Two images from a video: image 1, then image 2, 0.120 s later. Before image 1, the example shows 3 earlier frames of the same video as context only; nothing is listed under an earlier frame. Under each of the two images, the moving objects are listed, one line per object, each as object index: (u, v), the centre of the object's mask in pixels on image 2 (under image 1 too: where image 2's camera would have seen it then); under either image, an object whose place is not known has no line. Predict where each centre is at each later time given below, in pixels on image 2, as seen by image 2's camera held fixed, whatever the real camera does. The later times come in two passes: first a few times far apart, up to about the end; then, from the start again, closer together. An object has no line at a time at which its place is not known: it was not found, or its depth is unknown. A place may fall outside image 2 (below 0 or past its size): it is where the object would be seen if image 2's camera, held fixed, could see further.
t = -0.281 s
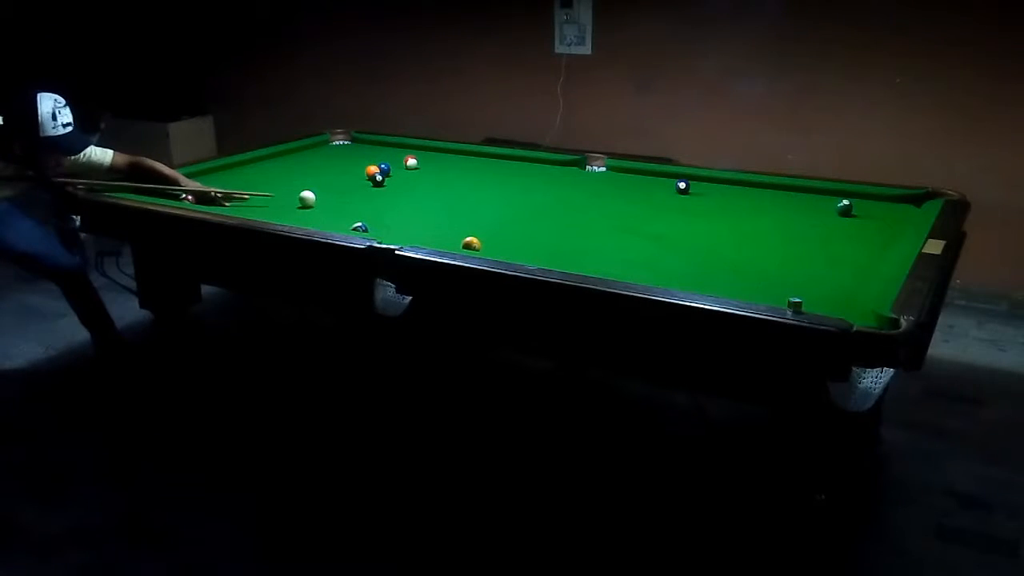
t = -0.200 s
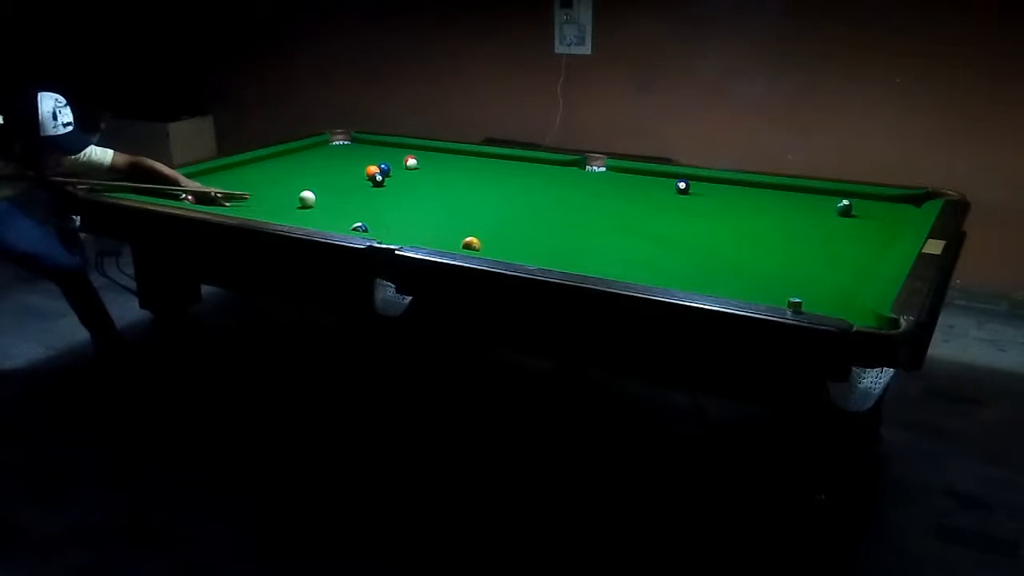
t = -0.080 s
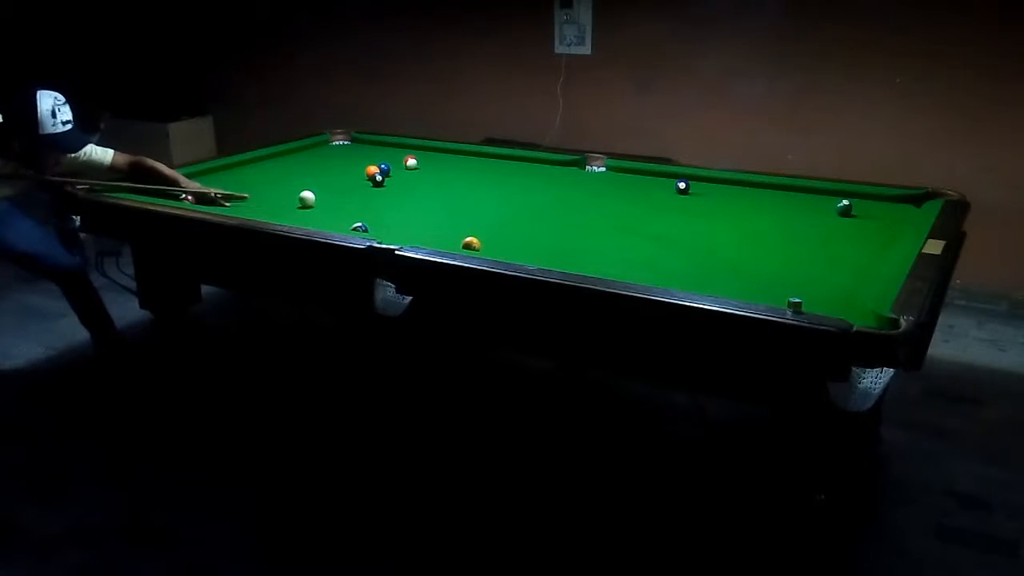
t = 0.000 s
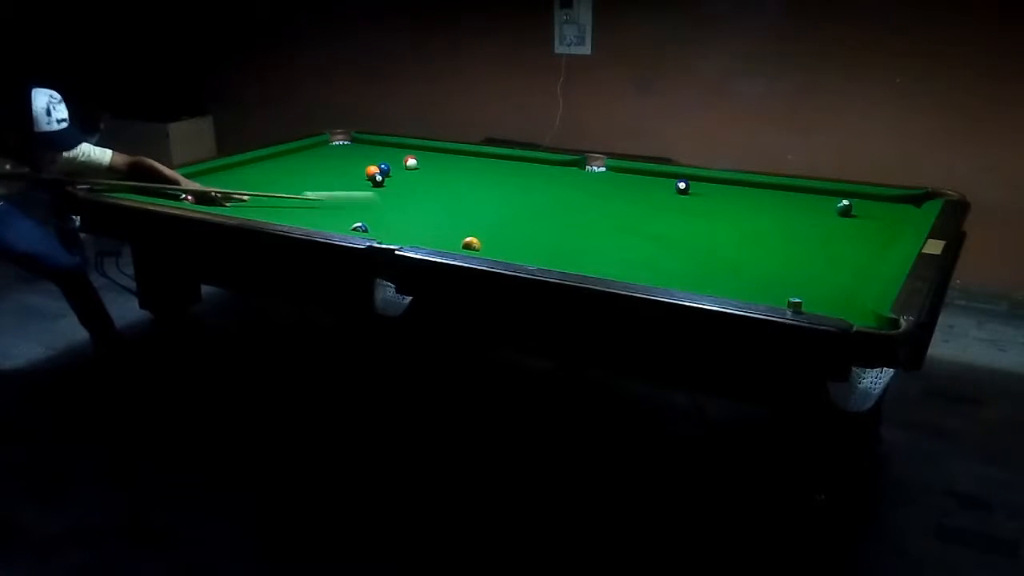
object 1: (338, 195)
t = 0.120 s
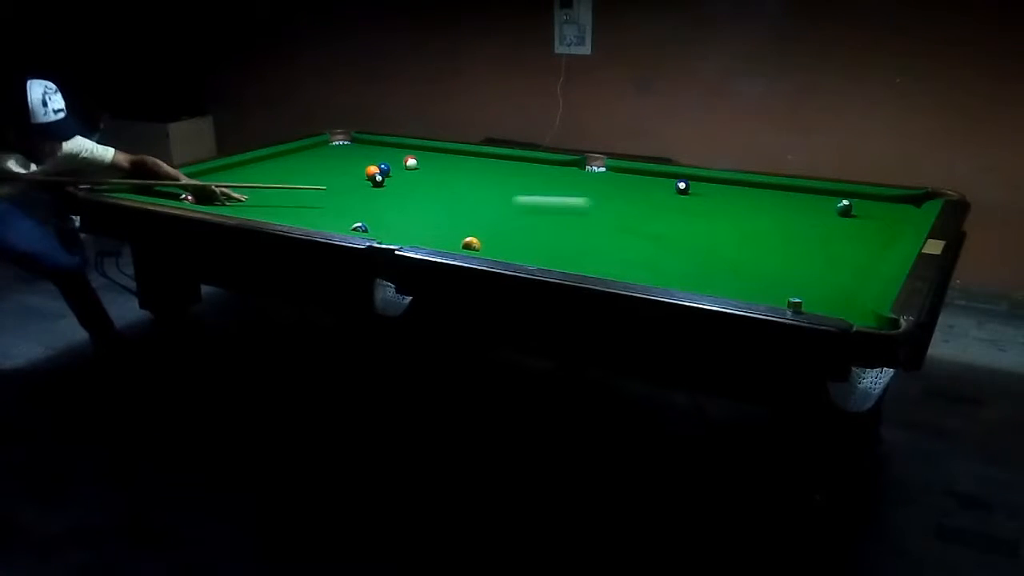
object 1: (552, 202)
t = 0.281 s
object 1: (820, 208)
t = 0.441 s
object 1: (841, 227)
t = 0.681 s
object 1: (684, 223)
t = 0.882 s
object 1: (572, 219)
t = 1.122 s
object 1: (445, 216)
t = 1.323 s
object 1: (343, 212)
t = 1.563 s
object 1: (229, 204)
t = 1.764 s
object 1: (202, 199)
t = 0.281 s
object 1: (820, 208)
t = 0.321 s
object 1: (861, 216)
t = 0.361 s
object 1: (889, 224)
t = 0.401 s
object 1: (873, 226)
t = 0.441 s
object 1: (841, 227)
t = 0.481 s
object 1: (810, 225)
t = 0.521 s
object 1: (781, 224)
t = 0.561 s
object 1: (755, 224)
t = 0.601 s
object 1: (730, 224)
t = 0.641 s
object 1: (707, 223)
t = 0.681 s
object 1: (684, 223)
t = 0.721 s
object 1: (661, 223)
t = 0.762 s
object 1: (638, 222)
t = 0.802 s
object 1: (616, 221)
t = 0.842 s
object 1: (594, 220)
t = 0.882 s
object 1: (572, 219)
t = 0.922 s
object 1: (551, 219)
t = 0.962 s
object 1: (529, 219)
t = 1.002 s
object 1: (508, 218)
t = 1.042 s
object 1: (487, 217)
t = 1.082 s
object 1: (466, 217)
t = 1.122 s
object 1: (445, 216)
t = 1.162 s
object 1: (425, 216)
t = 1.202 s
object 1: (404, 215)
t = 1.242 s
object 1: (384, 214)
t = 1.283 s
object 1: (364, 213)
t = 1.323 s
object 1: (343, 212)
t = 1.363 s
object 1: (324, 212)
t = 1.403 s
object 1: (304, 211)
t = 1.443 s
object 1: (285, 210)
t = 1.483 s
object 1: (267, 207)
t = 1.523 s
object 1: (248, 205)
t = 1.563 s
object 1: (229, 204)
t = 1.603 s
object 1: (210, 203)
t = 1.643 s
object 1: (200, 201)
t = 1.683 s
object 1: (201, 200)
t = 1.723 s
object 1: (202, 200)
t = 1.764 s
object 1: (202, 199)
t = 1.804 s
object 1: (202, 199)
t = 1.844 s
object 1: (201, 198)
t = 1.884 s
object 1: (201, 197)
